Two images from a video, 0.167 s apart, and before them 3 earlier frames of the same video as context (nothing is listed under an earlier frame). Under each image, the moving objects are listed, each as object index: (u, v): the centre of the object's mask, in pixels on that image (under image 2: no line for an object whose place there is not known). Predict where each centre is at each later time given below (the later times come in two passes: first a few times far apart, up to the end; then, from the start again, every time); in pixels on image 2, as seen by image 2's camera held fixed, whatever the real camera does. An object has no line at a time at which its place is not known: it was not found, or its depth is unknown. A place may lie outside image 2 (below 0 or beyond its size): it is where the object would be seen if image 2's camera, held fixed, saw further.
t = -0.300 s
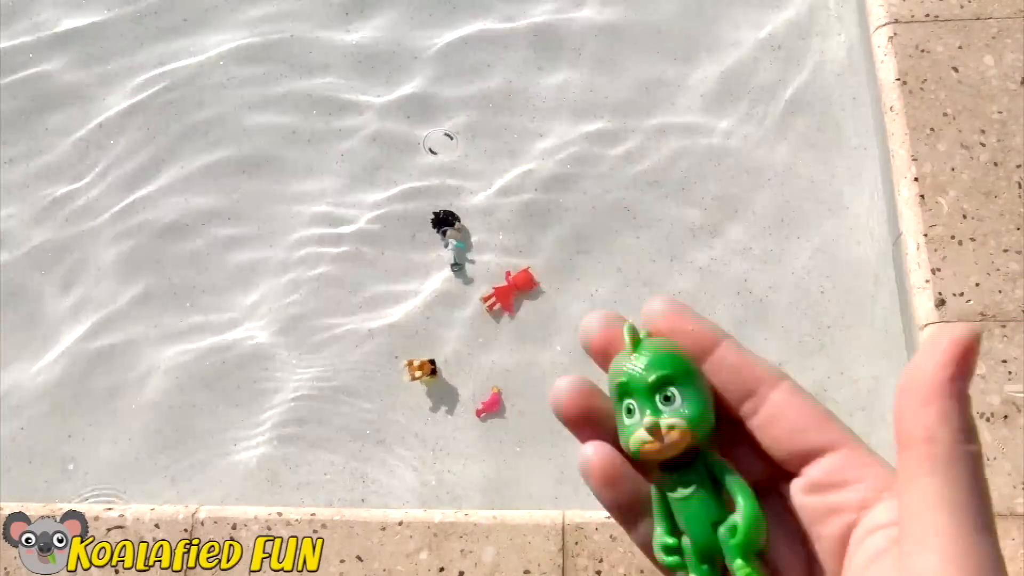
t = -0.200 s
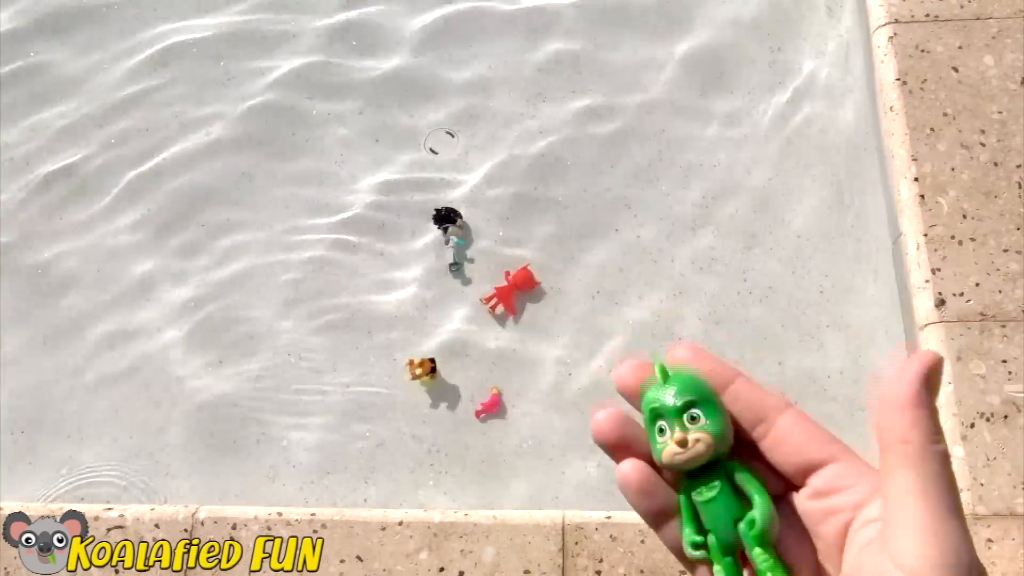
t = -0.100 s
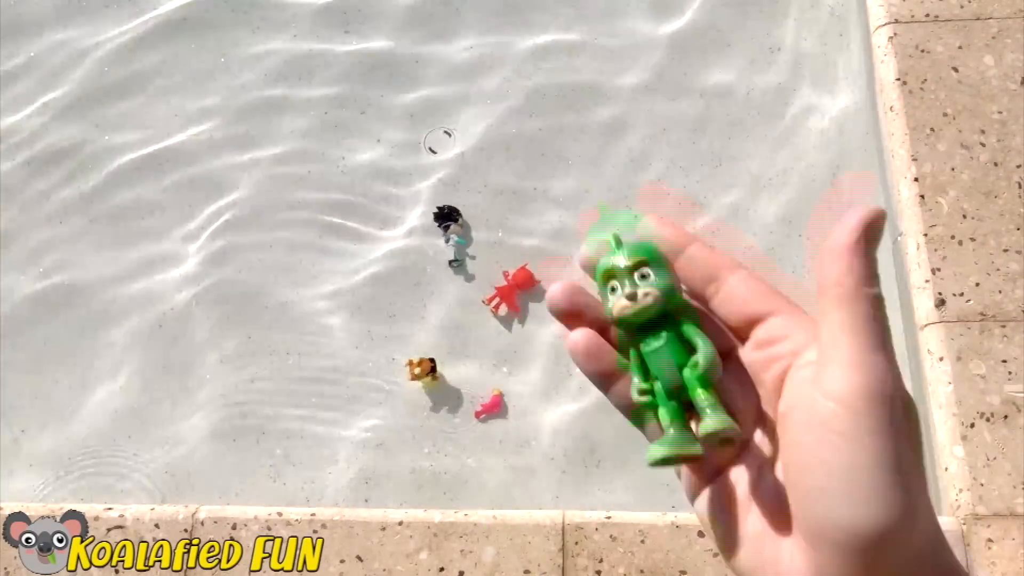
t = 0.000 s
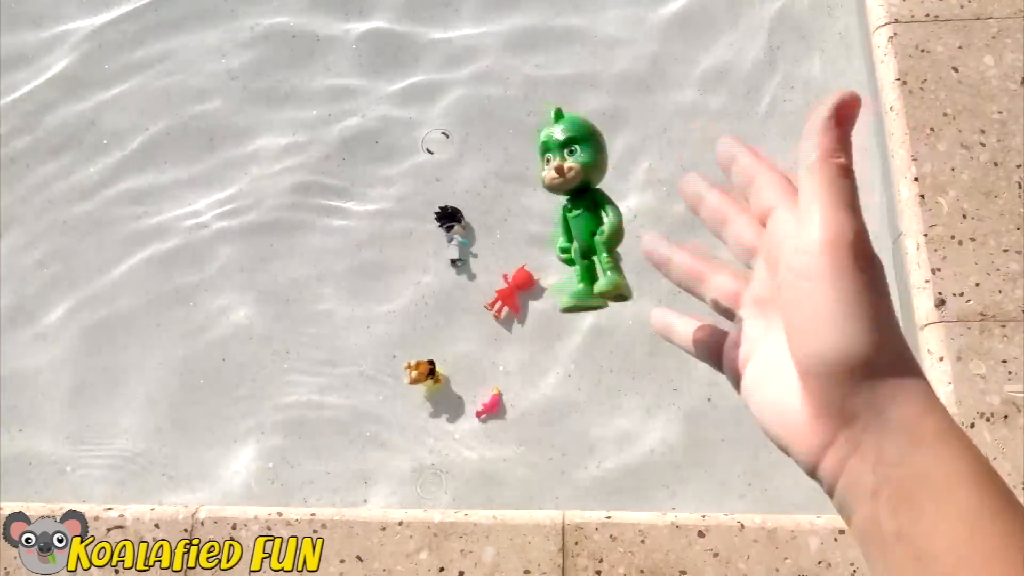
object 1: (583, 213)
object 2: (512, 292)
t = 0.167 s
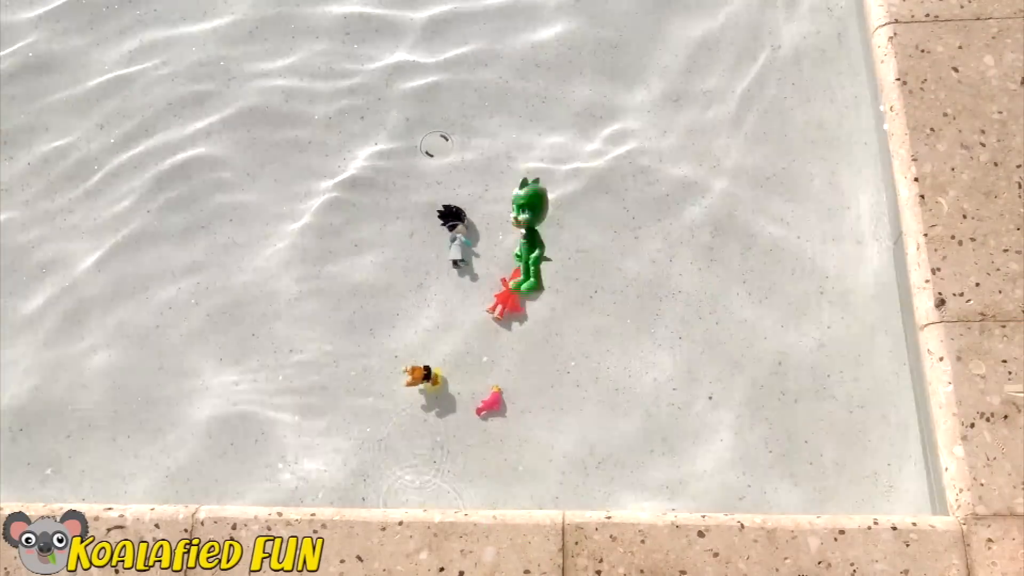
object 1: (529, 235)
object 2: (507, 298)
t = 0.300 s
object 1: (527, 310)
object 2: (511, 292)
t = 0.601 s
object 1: (517, 325)
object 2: (498, 301)
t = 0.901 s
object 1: (515, 338)
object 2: (506, 290)
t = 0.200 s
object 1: (527, 253)
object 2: (505, 297)
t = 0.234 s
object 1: (526, 274)
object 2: (505, 295)
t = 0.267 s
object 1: (526, 293)
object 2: (506, 297)
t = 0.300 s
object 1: (527, 310)
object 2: (511, 292)
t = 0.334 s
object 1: (527, 319)
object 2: (501, 286)
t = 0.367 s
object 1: (528, 317)
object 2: (522, 306)
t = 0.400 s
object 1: (528, 322)
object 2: (519, 300)
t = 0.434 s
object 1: (526, 324)
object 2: (522, 285)
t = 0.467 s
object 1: (525, 325)
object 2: (497, 304)
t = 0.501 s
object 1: (524, 327)
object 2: (505, 305)
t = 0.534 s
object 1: (519, 327)
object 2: (508, 306)
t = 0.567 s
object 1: (517, 327)
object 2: (504, 306)
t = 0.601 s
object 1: (517, 325)
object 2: (498, 301)
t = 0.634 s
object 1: (519, 319)
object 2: (499, 296)
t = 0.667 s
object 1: (519, 322)
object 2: (498, 297)
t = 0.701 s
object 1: (519, 325)
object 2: (501, 301)
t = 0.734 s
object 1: (518, 325)
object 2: (503, 298)
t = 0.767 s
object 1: (519, 329)
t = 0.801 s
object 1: (522, 331)
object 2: (521, 282)
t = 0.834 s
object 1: (520, 334)
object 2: (525, 281)
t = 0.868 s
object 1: (515, 337)
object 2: (512, 284)
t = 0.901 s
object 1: (515, 338)
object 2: (506, 290)
